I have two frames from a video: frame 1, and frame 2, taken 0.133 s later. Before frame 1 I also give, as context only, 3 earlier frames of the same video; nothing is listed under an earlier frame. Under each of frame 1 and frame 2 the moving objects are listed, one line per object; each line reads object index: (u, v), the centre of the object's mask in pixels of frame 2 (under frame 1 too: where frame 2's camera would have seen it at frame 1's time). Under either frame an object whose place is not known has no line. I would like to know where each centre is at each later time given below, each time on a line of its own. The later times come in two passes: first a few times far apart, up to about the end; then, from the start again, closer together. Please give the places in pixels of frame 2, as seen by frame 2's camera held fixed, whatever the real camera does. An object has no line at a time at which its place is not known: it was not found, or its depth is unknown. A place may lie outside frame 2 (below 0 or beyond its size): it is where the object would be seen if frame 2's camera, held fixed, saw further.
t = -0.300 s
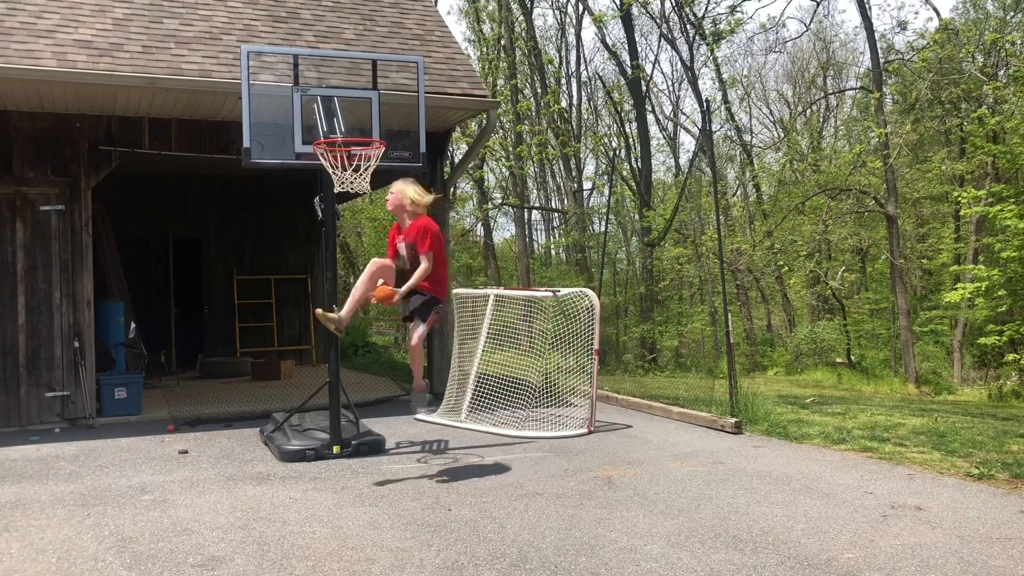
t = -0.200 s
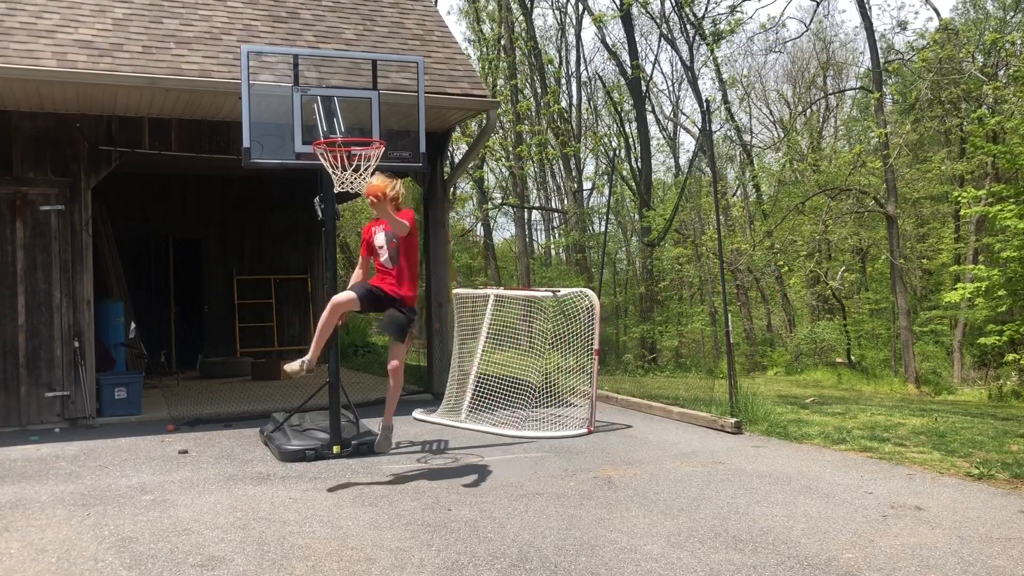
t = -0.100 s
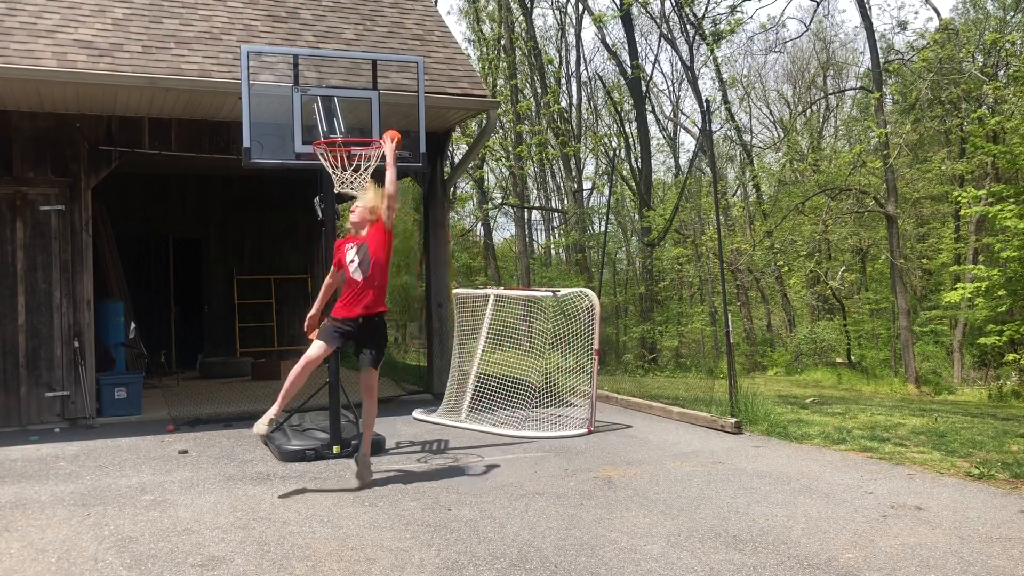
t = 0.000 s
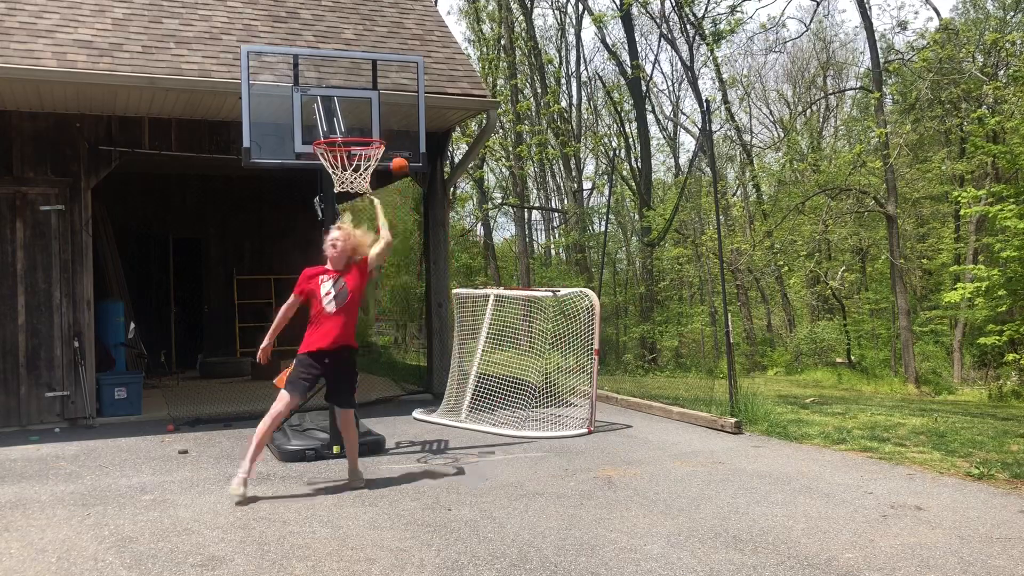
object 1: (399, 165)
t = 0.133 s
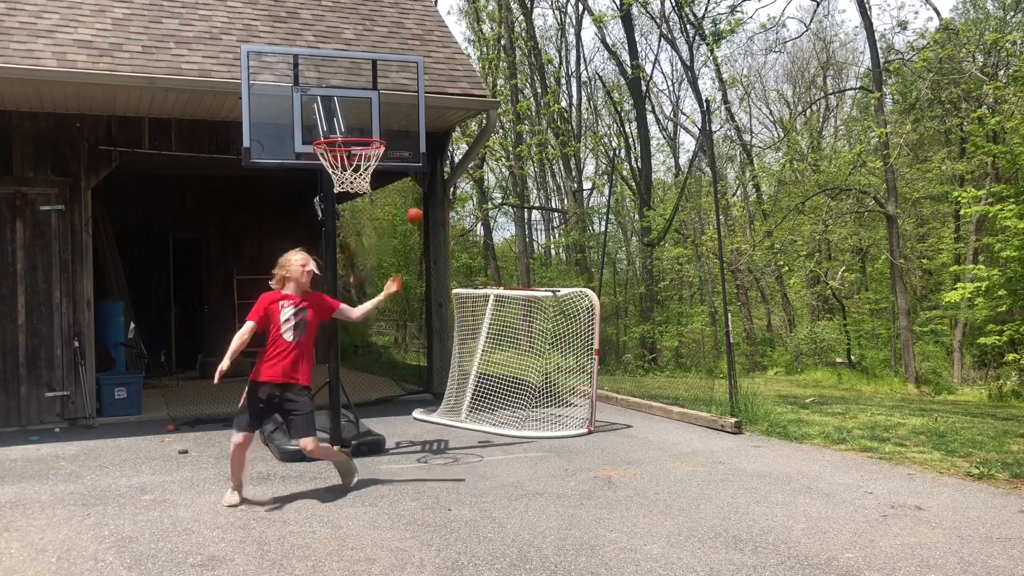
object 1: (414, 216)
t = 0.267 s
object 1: (426, 276)
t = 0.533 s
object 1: (440, 413)
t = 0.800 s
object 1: (435, 410)
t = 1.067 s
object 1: (427, 410)
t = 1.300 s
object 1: (426, 410)
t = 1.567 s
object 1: (426, 410)
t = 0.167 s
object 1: (418, 230)
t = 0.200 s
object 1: (421, 245)
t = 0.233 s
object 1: (424, 261)
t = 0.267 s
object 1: (426, 276)
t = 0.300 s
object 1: (429, 293)
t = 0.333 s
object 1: (431, 311)
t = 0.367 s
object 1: (433, 328)
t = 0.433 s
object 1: (436, 364)
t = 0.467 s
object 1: (438, 384)
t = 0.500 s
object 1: (438, 403)
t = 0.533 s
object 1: (440, 413)
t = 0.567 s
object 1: (440, 410)
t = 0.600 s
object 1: (439, 408)
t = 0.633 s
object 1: (438, 407)
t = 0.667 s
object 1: (438, 407)
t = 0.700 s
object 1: (438, 407)
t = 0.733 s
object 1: (438, 408)
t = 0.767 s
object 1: (437, 409)
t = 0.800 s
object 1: (435, 410)
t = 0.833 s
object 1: (433, 410)
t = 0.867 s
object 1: (430, 410)
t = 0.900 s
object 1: (429, 410)
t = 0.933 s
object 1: (429, 410)
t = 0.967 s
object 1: (428, 410)
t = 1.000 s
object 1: (428, 410)
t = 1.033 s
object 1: (428, 410)
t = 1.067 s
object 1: (427, 410)
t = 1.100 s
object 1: (426, 410)
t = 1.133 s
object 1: (426, 410)
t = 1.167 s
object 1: (426, 410)
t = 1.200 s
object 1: (426, 410)
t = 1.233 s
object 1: (426, 410)
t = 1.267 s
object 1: (426, 410)
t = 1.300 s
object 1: (426, 410)
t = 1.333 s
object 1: (426, 410)
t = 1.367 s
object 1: (426, 410)
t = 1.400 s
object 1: (426, 410)
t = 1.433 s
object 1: (426, 410)
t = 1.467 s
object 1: (426, 410)
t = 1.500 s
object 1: (426, 410)
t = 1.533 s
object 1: (426, 410)
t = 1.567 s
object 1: (426, 410)
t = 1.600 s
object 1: (426, 410)
